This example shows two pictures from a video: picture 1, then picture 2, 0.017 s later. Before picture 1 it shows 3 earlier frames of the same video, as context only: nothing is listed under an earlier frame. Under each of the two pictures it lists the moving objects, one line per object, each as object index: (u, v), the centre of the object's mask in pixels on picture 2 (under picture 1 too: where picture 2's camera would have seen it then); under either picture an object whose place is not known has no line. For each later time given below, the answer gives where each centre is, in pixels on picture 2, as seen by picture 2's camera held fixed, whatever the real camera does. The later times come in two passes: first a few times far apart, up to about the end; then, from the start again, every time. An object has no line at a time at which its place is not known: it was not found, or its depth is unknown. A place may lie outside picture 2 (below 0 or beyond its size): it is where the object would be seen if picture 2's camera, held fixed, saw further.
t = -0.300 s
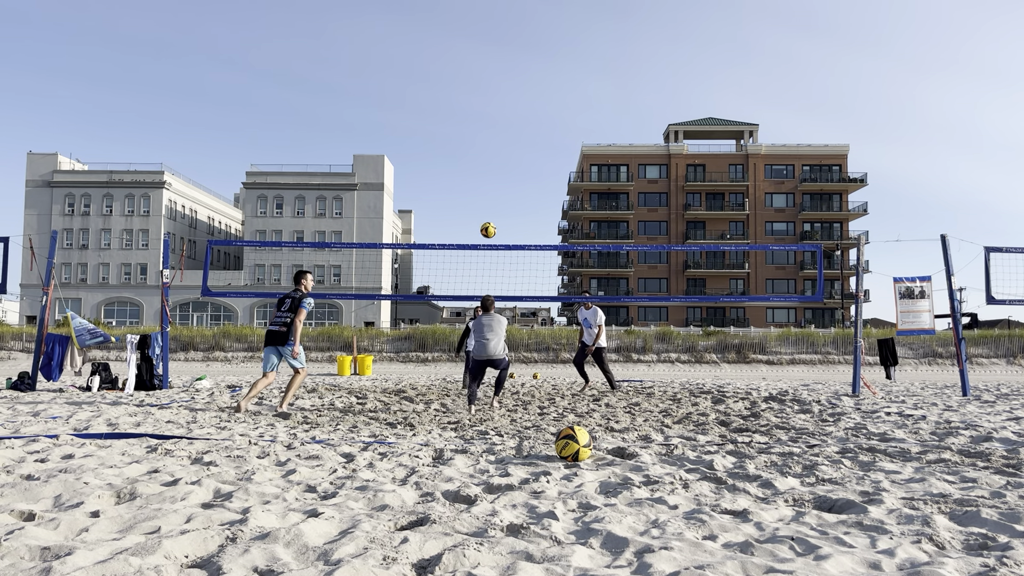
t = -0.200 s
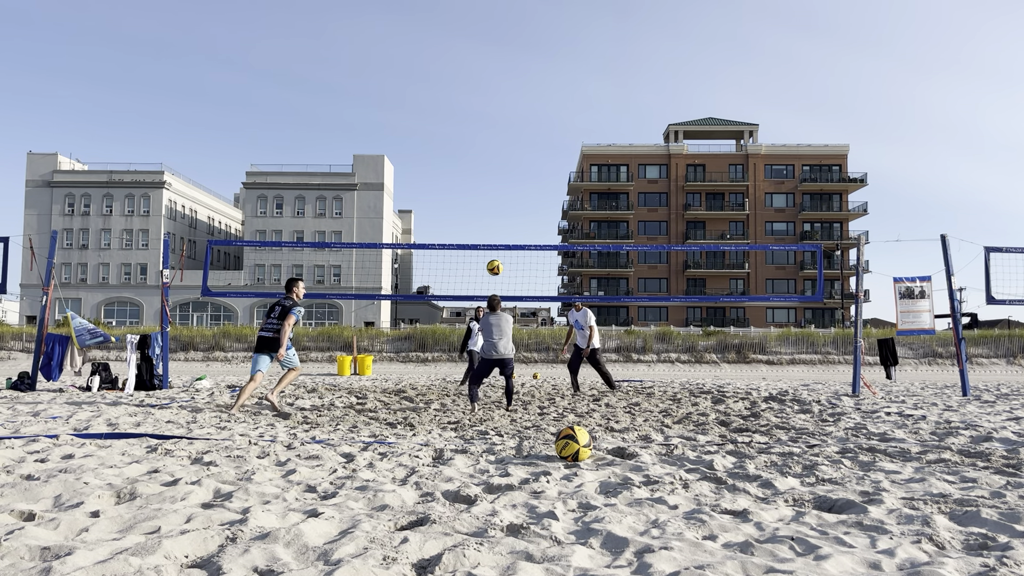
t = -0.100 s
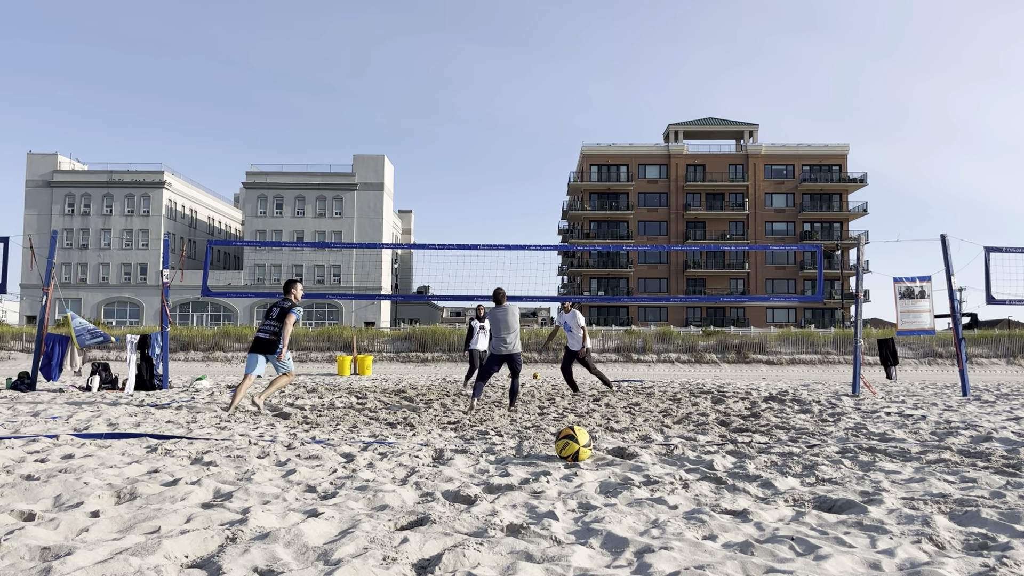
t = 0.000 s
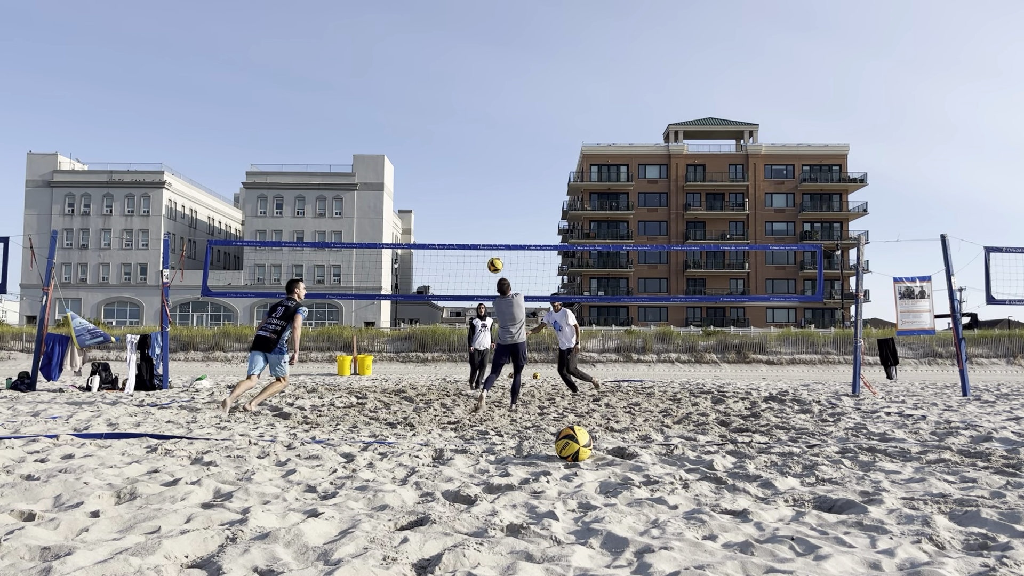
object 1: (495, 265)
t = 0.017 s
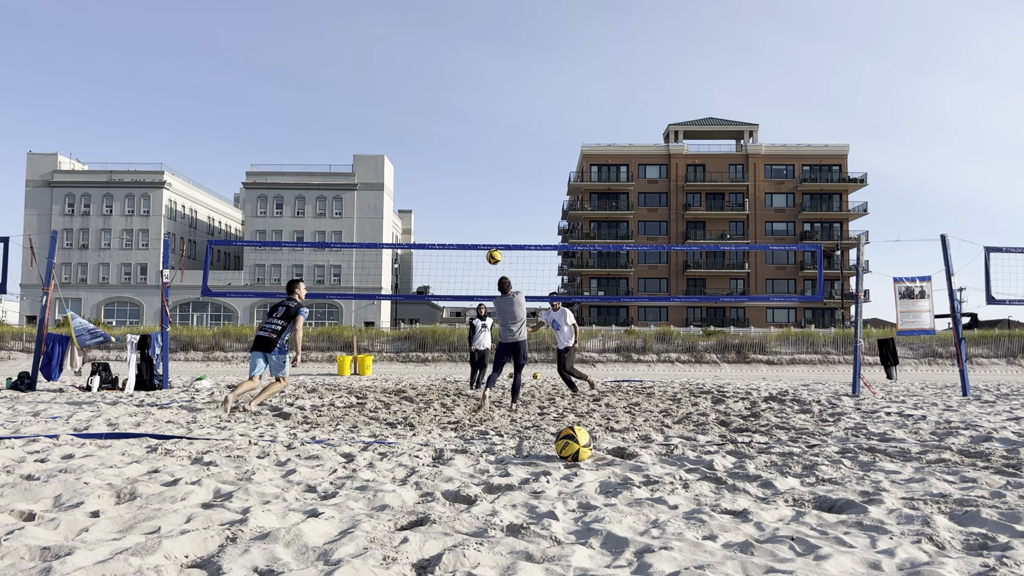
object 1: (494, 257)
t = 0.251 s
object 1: (480, 163)
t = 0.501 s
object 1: (468, 112)
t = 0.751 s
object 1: (458, 105)
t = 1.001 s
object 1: (451, 139)
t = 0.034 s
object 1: (493, 248)
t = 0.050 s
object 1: (492, 240)
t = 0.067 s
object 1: (490, 233)
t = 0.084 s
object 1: (489, 225)
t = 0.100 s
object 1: (488, 218)
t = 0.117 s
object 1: (487, 211)
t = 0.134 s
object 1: (486, 204)
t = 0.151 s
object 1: (485, 198)
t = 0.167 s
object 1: (484, 191)
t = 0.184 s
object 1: (483, 185)
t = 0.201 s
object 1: (482, 180)
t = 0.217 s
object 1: (481, 174)
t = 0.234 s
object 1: (480, 169)
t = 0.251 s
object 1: (480, 163)
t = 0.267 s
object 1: (479, 159)
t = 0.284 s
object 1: (478, 154)
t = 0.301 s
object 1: (477, 149)
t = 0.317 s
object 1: (476, 145)
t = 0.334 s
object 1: (475, 141)
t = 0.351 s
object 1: (475, 137)
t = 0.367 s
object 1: (474, 134)
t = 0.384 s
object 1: (473, 130)
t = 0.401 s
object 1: (472, 127)
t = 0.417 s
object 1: (472, 124)
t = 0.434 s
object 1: (471, 121)
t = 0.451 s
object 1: (470, 119)
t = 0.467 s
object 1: (469, 116)
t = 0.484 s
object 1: (469, 114)
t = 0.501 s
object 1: (468, 112)
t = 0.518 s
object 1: (467, 110)
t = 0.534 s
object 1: (467, 109)
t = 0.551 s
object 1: (466, 107)
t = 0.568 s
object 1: (465, 106)
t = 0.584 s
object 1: (464, 105)
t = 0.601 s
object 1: (464, 104)
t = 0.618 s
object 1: (463, 104)
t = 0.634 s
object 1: (463, 103)
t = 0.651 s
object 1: (462, 103)
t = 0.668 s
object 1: (461, 103)
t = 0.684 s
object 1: (461, 103)
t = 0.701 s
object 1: (460, 103)
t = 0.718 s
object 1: (460, 104)
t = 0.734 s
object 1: (459, 104)
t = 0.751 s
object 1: (458, 105)
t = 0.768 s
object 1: (458, 107)
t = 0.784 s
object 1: (457, 108)
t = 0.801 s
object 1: (457, 109)
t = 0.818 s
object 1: (456, 110)
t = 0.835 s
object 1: (456, 112)
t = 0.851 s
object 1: (455, 114)
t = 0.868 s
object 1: (455, 116)
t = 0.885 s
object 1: (454, 118)
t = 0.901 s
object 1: (454, 121)
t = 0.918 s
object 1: (453, 123)
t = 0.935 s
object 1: (453, 126)
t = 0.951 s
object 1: (453, 129)
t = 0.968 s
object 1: (452, 132)
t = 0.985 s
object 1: (452, 135)
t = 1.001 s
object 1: (451, 139)
